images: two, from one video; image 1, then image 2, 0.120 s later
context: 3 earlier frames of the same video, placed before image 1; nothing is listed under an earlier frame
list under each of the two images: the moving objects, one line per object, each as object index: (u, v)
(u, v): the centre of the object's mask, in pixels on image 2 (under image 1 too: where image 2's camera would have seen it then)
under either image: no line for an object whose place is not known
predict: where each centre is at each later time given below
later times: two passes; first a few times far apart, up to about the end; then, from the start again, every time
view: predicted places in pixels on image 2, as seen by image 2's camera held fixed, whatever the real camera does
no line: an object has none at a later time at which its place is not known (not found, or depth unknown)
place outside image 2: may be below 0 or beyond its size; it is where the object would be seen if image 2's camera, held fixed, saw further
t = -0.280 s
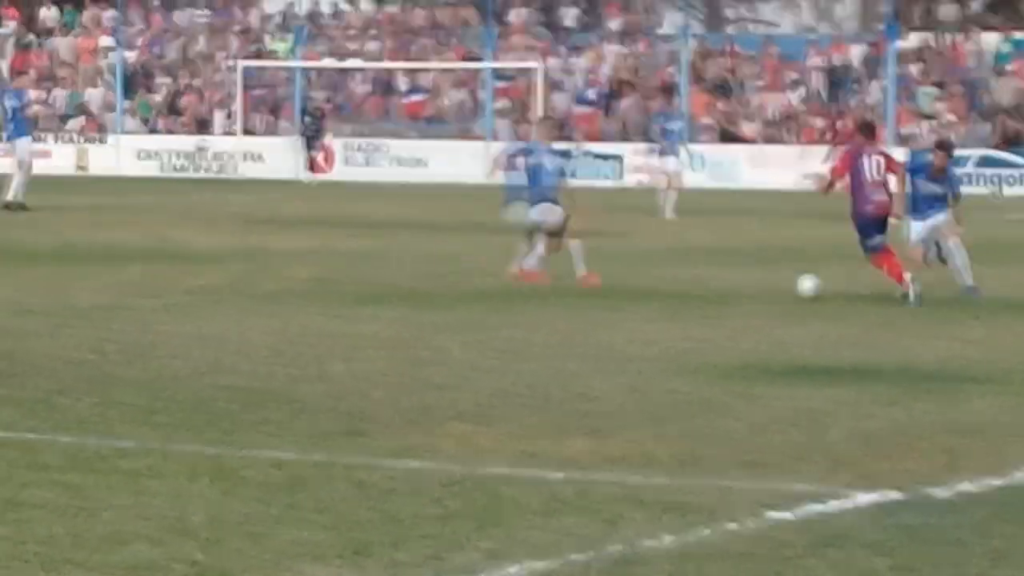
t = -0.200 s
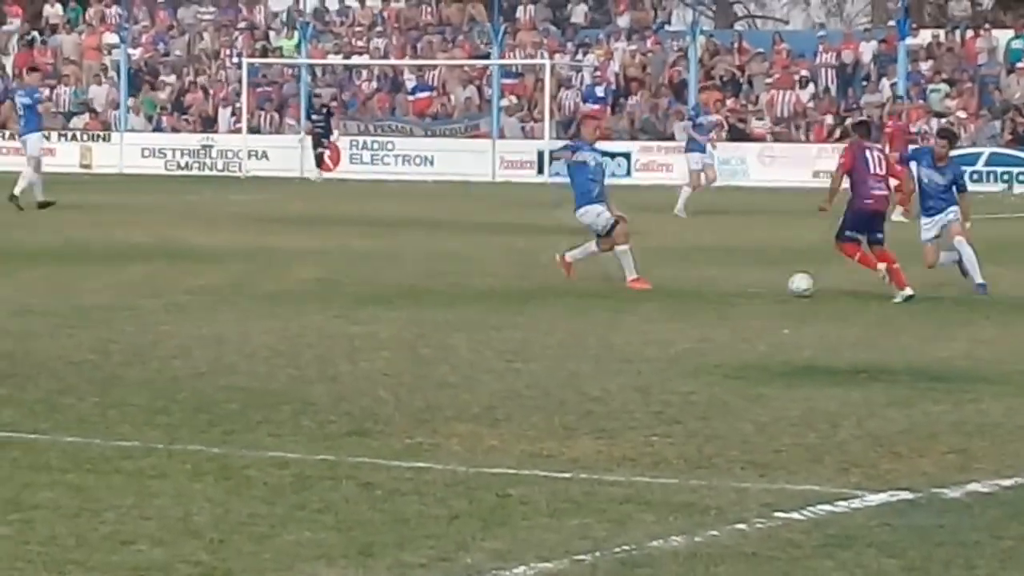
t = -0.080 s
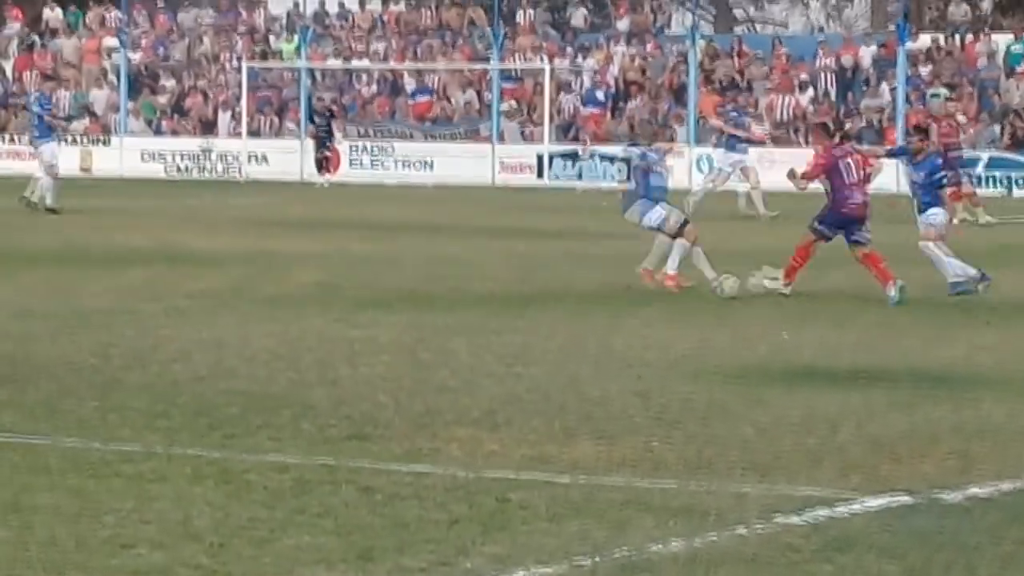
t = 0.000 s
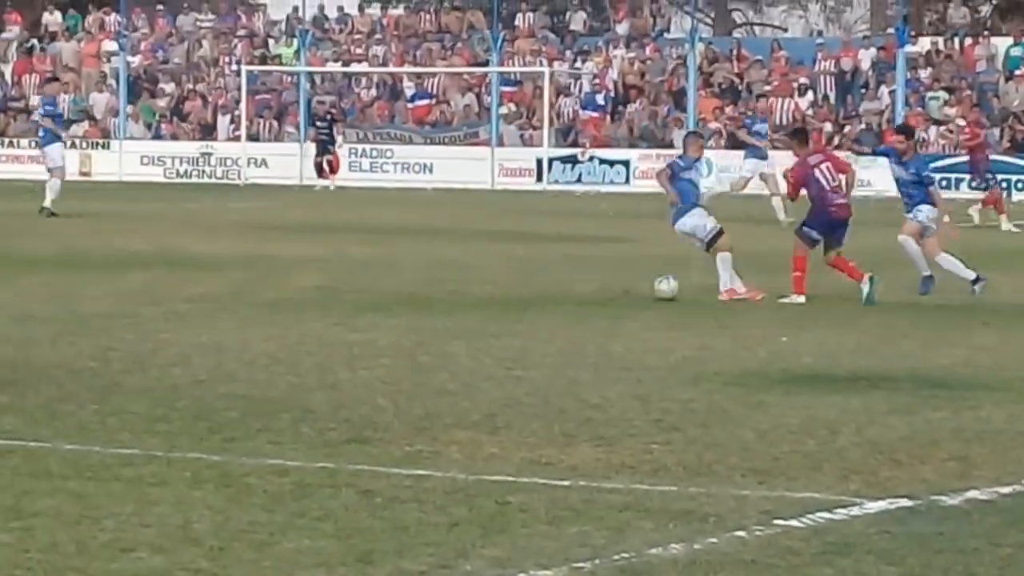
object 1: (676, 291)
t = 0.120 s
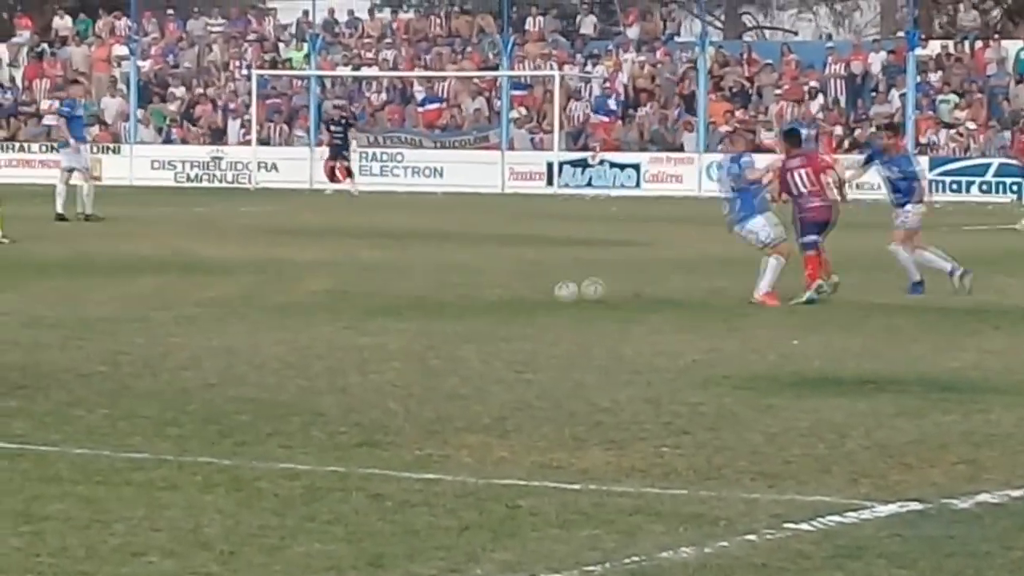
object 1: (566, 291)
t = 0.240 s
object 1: (495, 283)
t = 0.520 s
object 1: (308, 285)
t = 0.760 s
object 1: (172, 282)
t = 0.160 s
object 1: (542, 287)
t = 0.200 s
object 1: (519, 284)
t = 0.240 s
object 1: (495, 283)
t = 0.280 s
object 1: (454, 284)
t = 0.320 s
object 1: (434, 287)
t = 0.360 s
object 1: (408, 288)
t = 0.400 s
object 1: (386, 285)
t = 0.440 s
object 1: (365, 283)
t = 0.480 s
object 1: (339, 284)
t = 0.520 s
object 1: (308, 285)
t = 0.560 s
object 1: (287, 286)
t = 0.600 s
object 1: (267, 284)
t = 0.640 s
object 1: (247, 283)
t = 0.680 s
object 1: (220, 283)
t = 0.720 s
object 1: (200, 283)
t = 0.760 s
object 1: (172, 282)
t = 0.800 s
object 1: (152, 281)
